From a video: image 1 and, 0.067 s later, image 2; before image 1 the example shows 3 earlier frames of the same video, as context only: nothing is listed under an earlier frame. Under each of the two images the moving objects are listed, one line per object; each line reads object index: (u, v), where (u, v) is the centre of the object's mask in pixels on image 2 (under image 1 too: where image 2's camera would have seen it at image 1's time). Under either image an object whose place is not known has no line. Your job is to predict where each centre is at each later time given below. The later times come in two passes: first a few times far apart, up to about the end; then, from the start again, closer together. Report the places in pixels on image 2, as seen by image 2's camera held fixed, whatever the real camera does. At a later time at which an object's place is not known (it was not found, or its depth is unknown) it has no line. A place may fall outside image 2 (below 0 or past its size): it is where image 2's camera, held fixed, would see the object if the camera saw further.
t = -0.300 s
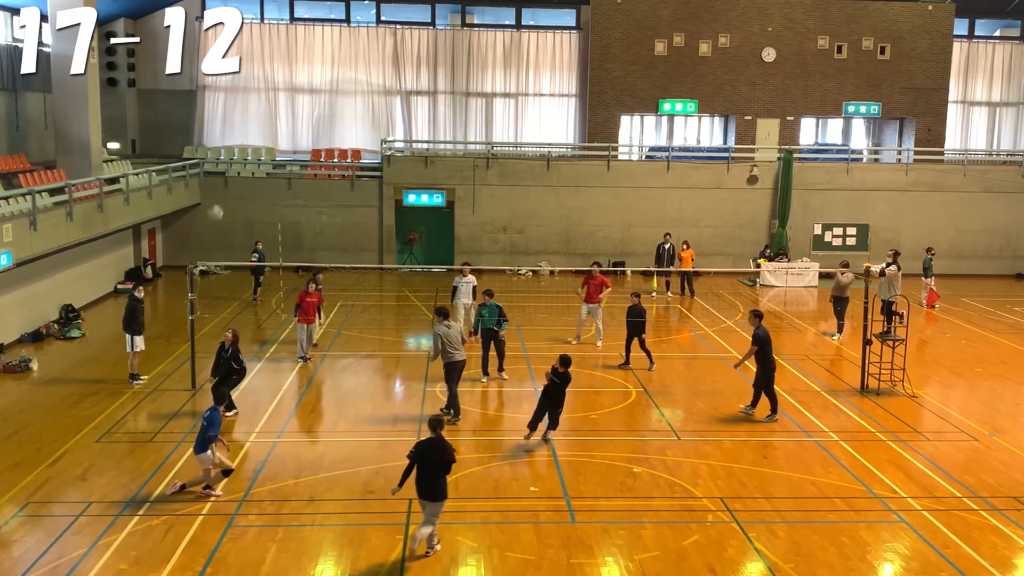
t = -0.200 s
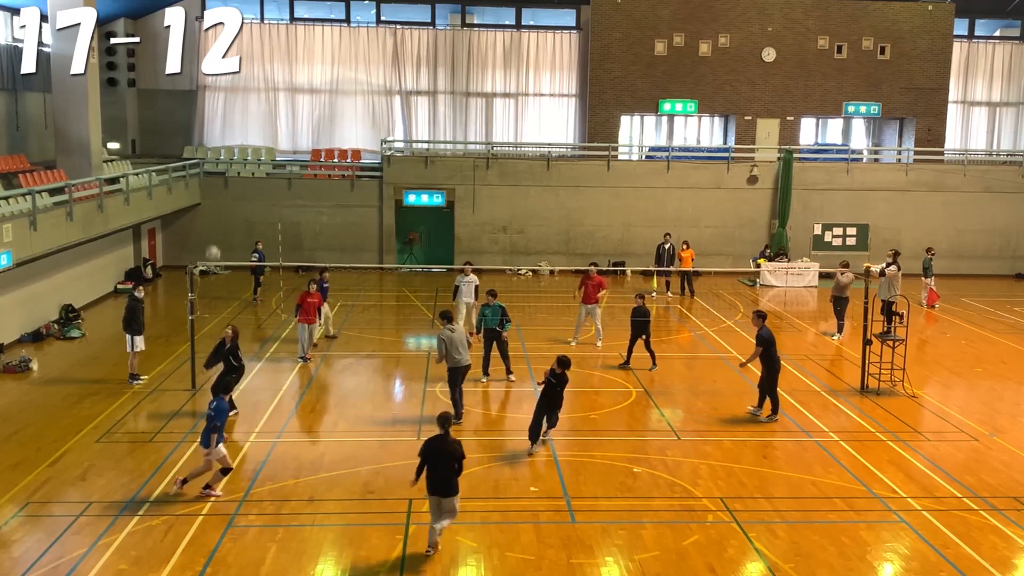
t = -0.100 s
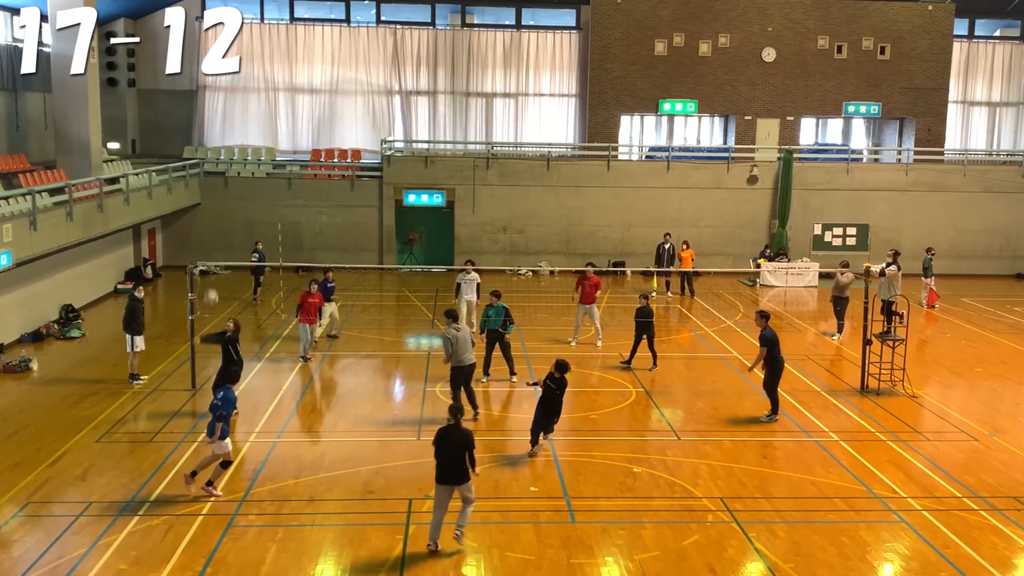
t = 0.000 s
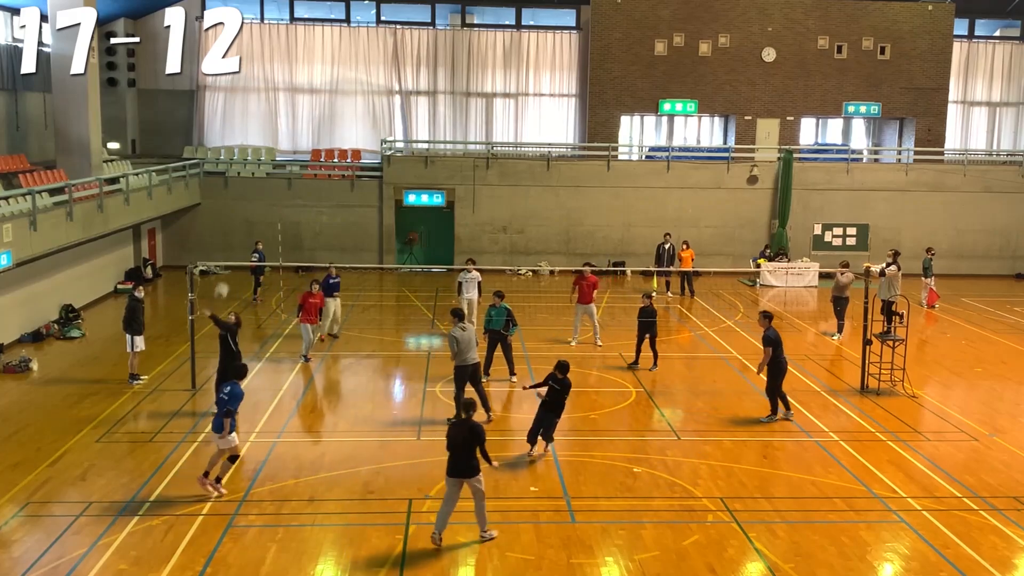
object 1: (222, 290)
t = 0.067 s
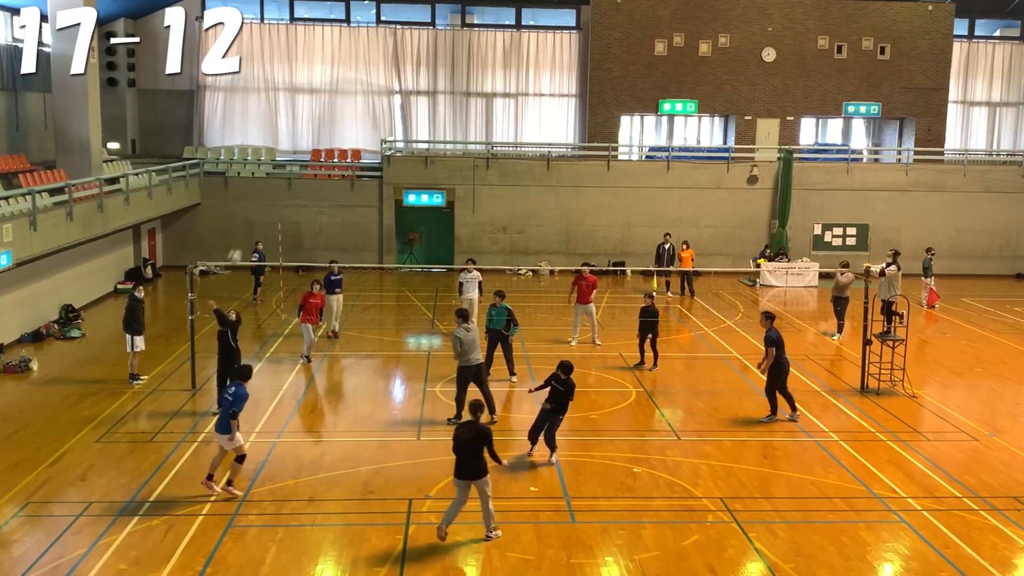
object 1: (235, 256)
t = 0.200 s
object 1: (260, 200)
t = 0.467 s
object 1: (309, 122)
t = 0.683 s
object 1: (348, 95)
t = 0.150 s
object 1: (251, 219)
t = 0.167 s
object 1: (254, 213)
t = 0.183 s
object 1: (257, 206)
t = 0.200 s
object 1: (260, 200)
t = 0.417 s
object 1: (300, 133)
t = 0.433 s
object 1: (302, 129)
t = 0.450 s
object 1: (305, 126)
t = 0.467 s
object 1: (309, 122)
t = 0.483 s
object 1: (312, 119)
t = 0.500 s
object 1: (314, 116)
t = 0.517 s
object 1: (318, 113)
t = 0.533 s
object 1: (321, 111)
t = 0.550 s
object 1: (324, 108)
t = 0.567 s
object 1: (327, 106)
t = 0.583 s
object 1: (330, 104)
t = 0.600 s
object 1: (333, 102)
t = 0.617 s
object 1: (336, 100)
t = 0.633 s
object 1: (339, 99)
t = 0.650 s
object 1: (342, 97)
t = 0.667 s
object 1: (345, 96)
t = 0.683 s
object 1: (348, 95)
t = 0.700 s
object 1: (351, 95)
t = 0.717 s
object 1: (354, 94)
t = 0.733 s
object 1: (357, 93)
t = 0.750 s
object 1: (360, 93)
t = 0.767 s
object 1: (363, 93)
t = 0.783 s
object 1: (366, 93)
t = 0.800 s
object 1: (369, 93)
